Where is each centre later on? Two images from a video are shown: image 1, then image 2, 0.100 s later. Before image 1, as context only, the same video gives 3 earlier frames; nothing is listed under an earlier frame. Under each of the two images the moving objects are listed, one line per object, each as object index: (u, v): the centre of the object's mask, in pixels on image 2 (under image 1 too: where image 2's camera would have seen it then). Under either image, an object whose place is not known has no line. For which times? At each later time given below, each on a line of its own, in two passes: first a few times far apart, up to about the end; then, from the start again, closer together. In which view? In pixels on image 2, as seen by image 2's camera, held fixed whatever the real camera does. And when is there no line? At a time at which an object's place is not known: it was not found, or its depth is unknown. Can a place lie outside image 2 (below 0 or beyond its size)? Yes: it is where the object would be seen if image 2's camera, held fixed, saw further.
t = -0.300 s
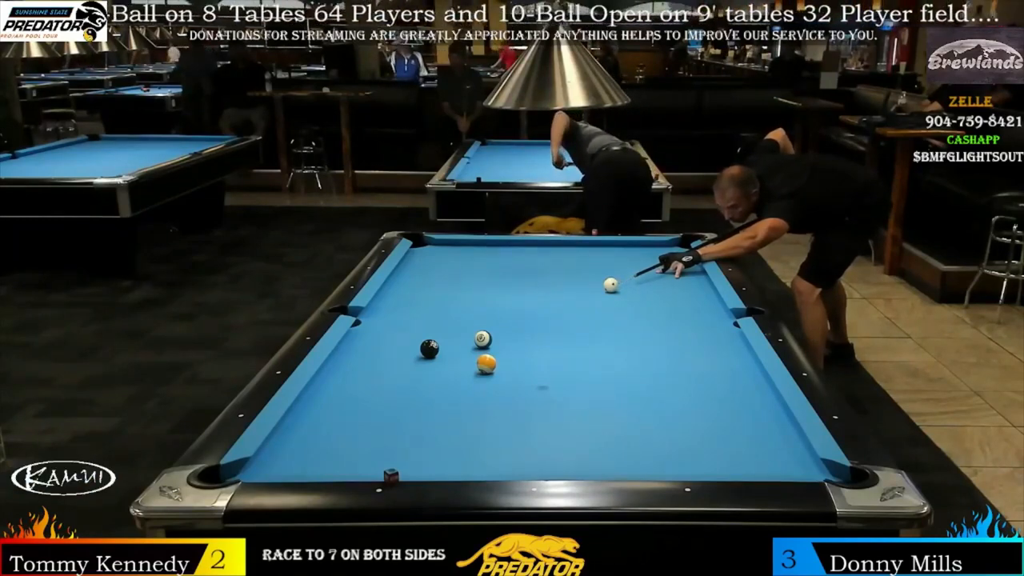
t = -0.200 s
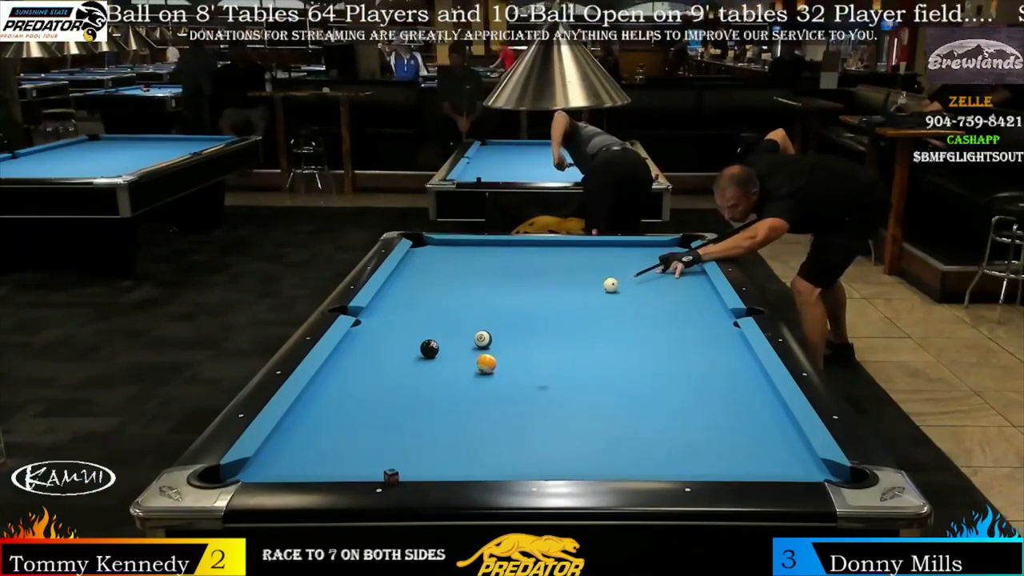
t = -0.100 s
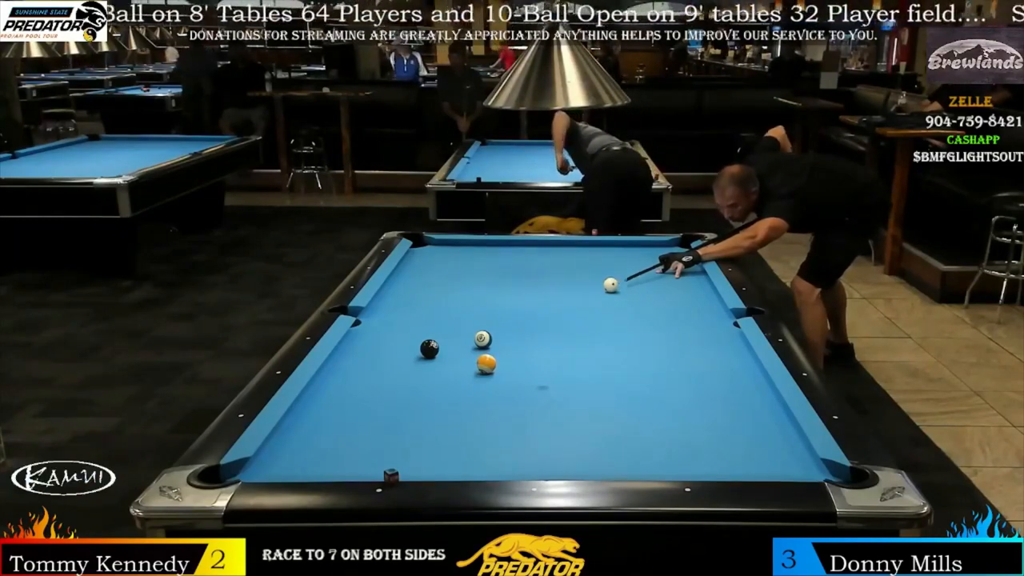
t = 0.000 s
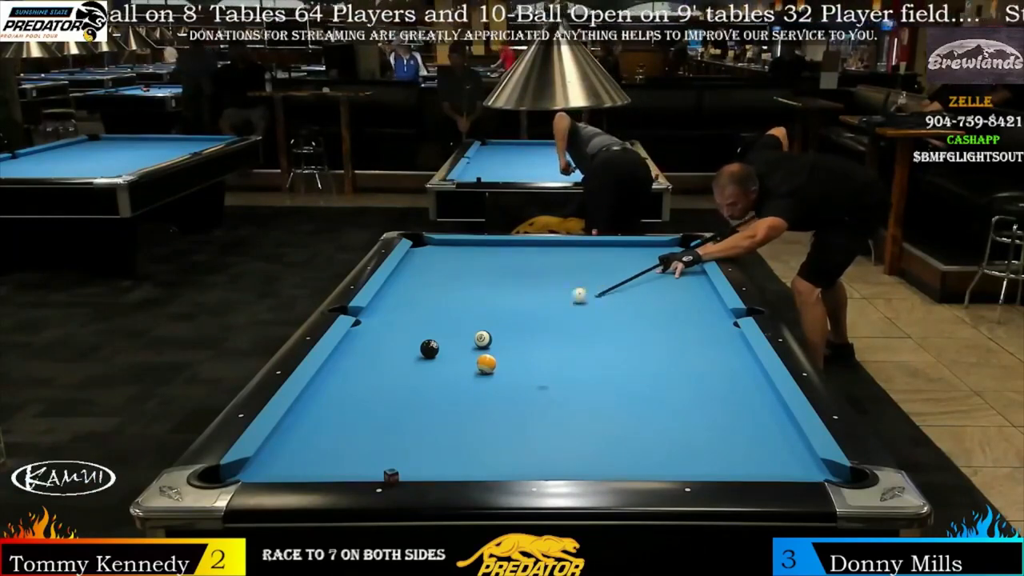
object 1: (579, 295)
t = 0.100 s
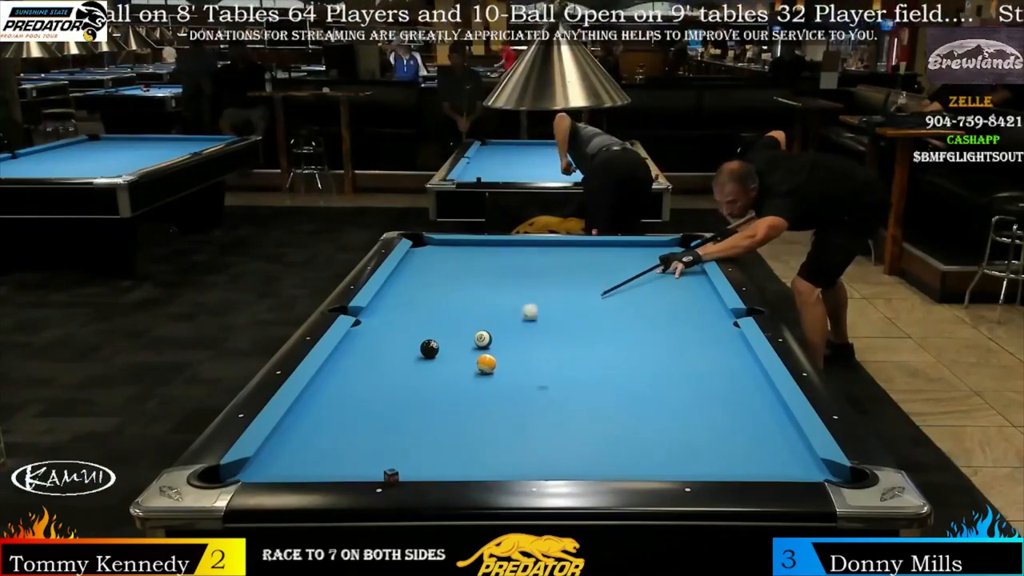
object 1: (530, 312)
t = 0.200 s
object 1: (480, 326)
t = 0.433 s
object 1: (405, 342)
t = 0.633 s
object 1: (366, 341)
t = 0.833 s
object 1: (367, 337)
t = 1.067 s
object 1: (397, 331)
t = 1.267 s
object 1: (421, 327)
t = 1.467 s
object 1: (444, 323)
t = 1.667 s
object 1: (465, 319)
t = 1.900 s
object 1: (487, 315)
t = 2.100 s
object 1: (505, 312)
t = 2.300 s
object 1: (521, 309)
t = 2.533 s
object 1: (539, 306)
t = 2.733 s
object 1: (553, 303)
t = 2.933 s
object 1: (566, 301)
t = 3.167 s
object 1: (580, 299)
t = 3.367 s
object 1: (591, 297)
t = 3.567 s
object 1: (601, 295)
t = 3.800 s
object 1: (612, 293)
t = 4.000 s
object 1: (620, 292)
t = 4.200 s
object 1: (627, 290)
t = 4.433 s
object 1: (635, 289)
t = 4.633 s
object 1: (641, 289)
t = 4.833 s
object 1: (645, 288)
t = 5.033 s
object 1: (650, 287)
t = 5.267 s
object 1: (654, 287)
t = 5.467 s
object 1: (657, 286)
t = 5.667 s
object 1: (659, 286)
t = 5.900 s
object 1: (660, 286)
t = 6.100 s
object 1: (660, 285)
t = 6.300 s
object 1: (660, 286)
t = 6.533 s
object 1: (660, 286)
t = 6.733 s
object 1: (659, 286)
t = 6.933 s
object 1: (659, 286)
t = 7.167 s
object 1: (659, 286)
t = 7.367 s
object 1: (659, 286)
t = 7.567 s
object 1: (659, 286)
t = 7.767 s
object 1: (659, 286)
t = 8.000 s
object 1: (659, 286)
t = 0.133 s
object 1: (530, 312)
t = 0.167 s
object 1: (497, 323)
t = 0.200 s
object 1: (480, 326)
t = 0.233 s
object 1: (463, 334)
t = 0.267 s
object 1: (447, 340)
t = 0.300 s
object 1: (435, 341)
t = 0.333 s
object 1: (426, 342)
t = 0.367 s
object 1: (419, 342)
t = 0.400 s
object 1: (412, 342)
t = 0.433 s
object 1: (405, 342)
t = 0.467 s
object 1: (399, 342)
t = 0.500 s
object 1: (392, 342)
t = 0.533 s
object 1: (386, 341)
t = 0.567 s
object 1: (379, 341)
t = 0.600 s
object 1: (373, 341)
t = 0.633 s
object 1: (366, 341)
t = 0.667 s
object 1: (360, 340)
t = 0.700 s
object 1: (354, 340)
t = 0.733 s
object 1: (353, 339)
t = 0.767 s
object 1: (358, 338)
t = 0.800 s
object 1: (362, 337)
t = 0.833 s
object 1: (367, 337)
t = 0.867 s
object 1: (372, 336)
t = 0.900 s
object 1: (376, 335)
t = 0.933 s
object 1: (380, 334)
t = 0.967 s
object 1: (385, 334)
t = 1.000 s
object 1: (389, 333)
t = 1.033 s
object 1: (393, 332)
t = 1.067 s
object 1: (397, 331)
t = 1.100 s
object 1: (401, 330)
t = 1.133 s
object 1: (405, 330)
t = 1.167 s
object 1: (409, 329)
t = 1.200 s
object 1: (413, 328)
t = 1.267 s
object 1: (421, 327)
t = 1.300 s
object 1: (425, 326)
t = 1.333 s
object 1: (430, 326)
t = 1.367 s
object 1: (433, 325)
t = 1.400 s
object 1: (437, 325)
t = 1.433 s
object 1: (440, 323)
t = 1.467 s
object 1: (444, 323)
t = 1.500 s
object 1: (447, 322)
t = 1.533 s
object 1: (451, 322)
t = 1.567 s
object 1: (455, 321)
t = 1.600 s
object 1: (458, 321)
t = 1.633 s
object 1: (461, 320)
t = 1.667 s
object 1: (465, 319)
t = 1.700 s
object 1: (468, 318)
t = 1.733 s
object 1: (471, 318)
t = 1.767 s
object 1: (474, 317)
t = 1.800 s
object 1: (478, 317)
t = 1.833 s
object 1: (481, 316)
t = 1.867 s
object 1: (484, 316)
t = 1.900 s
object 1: (487, 315)
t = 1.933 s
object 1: (491, 315)
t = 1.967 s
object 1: (493, 314)
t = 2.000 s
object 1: (496, 314)
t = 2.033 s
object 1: (499, 313)
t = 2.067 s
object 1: (502, 312)
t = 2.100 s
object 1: (505, 312)
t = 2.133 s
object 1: (508, 312)
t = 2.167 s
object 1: (510, 311)
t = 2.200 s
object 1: (513, 311)
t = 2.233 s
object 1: (516, 310)
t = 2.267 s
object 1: (519, 310)
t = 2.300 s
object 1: (521, 309)
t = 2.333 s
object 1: (524, 309)
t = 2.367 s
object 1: (526, 308)
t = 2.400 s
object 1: (529, 308)
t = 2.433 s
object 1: (532, 307)
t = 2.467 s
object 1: (534, 307)
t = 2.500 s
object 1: (537, 306)
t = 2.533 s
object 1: (539, 306)
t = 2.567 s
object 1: (542, 306)
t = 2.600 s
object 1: (544, 305)
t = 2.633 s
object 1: (547, 305)
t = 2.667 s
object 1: (548, 304)
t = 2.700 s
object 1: (551, 304)
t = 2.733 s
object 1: (553, 303)
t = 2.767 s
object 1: (555, 303)
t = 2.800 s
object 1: (557, 303)
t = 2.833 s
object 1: (560, 303)
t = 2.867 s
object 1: (562, 302)
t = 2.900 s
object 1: (564, 302)
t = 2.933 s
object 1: (566, 301)
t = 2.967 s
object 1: (568, 301)
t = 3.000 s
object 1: (570, 300)
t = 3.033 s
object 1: (572, 300)
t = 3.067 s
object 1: (574, 299)
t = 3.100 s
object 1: (576, 299)
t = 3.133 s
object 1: (578, 299)
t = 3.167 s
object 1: (580, 299)
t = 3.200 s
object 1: (582, 299)
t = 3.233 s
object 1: (583, 298)
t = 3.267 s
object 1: (586, 298)
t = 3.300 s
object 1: (587, 297)
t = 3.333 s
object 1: (589, 297)
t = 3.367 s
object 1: (591, 297)
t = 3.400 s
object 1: (593, 297)
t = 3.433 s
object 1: (594, 296)
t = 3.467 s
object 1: (596, 296)
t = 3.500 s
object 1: (598, 296)
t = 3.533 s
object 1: (599, 295)
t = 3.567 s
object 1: (601, 295)
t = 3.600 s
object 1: (602, 295)
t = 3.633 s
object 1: (604, 295)
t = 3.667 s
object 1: (606, 294)
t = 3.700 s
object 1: (607, 294)
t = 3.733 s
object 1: (609, 294)
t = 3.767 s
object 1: (610, 293)
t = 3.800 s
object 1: (612, 293)
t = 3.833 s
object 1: (613, 293)
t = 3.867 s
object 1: (614, 293)
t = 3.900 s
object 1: (615, 293)
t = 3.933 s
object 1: (617, 292)
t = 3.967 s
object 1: (618, 292)
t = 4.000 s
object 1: (620, 292)
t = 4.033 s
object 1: (621, 292)
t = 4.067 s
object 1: (622, 292)
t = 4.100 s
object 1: (623, 291)
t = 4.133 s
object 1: (625, 291)
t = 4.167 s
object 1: (626, 291)
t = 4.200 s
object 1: (627, 290)
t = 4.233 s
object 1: (628, 290)
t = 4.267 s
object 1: (629, 290)
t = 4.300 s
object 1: (630, 290)
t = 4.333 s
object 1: (632, 290)
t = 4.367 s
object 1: (633, 289)
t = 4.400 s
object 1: (633, 290)
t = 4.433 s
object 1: (635, 289)
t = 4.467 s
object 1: (636, 289)
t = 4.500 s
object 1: (637, 289)
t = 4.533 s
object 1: (637, 289)
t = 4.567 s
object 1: (638, 289)
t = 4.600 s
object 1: (639, 289)
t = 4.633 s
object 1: (641, 289)
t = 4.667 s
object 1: (641, 289)
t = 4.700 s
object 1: (642, 288)
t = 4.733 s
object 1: (643, 288)
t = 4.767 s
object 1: (644, 288)
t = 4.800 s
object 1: (645, 288)
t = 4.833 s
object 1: (645, 288)
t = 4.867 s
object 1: (646, 288)
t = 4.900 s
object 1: (647, 288)
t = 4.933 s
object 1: (648, 288)
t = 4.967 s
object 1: (648, 287)
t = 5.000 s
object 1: (649, 287)
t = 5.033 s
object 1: (650, 287)
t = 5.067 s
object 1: (650, 287)
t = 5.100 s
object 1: (651, 287)
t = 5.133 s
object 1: (651, 287)
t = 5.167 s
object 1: (652, 287)
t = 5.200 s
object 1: (653, 287)
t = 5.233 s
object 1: (653, 287)
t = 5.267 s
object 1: (654, 287)
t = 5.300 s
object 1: (655, 286)
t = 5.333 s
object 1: (655, 286)
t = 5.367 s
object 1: (655, 286)
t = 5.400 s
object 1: (656, 286)
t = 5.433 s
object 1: (656, 286)
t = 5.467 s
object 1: (657, 286)
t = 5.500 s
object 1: (657, 286)
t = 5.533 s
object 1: (657, 286)
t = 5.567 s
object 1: (658, 286)
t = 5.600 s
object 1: (658, 286)
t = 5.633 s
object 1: (658, 286)
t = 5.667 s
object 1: (659, 286)
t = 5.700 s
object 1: (659, 286)
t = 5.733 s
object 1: (659, 286)
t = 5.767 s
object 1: (659, 286)
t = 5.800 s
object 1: (660, 286)
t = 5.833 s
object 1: (660, 286)
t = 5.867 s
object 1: (660, 286)
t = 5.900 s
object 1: (660, 286)
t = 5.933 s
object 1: (660, 286)
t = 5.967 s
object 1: (660, 285)
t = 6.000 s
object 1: (660, 285)
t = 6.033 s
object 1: (660, 285)
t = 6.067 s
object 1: (660, 286)
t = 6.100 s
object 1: (660, 285)
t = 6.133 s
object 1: (660, 285)
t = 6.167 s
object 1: (660, 286)
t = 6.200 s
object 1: (660, 285)
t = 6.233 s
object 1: (660, 286)
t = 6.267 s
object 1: (660, 286)
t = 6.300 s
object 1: (660, 286)
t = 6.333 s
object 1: (660, 286)
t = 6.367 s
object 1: (660, 286)
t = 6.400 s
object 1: (660, 286)
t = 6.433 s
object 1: (660, 286)
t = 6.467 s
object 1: (660, 286)
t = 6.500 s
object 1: (660, 286)
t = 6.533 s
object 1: (660, 286)
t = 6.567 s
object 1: (660, 286)
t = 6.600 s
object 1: (660, 286)
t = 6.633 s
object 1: (660, 286)
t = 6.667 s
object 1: (660, 286)
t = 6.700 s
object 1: (659, 286)
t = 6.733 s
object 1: (659, 286)
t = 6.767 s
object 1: (659, 286)
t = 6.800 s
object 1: (659, 286)
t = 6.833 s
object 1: (659, 286)
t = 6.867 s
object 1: (659, 286)
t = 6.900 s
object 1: (659, 286)
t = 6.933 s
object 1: (659, 286)
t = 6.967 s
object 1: (659, 286)
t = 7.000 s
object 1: (659, 286)
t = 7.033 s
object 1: (659, 286)
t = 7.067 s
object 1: (659, 286)
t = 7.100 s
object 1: (659, 286)
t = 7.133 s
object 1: (659, 286)
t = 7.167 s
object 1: (659, 286)
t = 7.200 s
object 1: (659, 286)
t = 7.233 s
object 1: (659, 286)
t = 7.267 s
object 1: (659, 286)
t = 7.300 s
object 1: (659, 286)
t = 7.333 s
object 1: (659, 286)
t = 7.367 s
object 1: (659, 286)
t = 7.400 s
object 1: (659, 286)
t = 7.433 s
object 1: (659, 286)
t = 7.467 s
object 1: (659, 286)
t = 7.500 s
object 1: (659, 286)
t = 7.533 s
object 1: (659, 286)
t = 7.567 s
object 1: (659, 286)
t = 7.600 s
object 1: (659, 286)
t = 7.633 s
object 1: (659, 286)
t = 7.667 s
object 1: (659, 286)
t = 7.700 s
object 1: (659, 286)
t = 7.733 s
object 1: (659, 286)
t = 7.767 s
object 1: (659, 286)
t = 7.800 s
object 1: (659, 286)
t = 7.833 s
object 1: (659, 286)
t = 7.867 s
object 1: (659, 286)
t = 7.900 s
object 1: (659, 286)
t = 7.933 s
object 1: (659, 286)
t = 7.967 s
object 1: (659, 286)
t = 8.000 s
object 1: (659, 286)
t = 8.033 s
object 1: (659, 286)
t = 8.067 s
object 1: (658, 286)
